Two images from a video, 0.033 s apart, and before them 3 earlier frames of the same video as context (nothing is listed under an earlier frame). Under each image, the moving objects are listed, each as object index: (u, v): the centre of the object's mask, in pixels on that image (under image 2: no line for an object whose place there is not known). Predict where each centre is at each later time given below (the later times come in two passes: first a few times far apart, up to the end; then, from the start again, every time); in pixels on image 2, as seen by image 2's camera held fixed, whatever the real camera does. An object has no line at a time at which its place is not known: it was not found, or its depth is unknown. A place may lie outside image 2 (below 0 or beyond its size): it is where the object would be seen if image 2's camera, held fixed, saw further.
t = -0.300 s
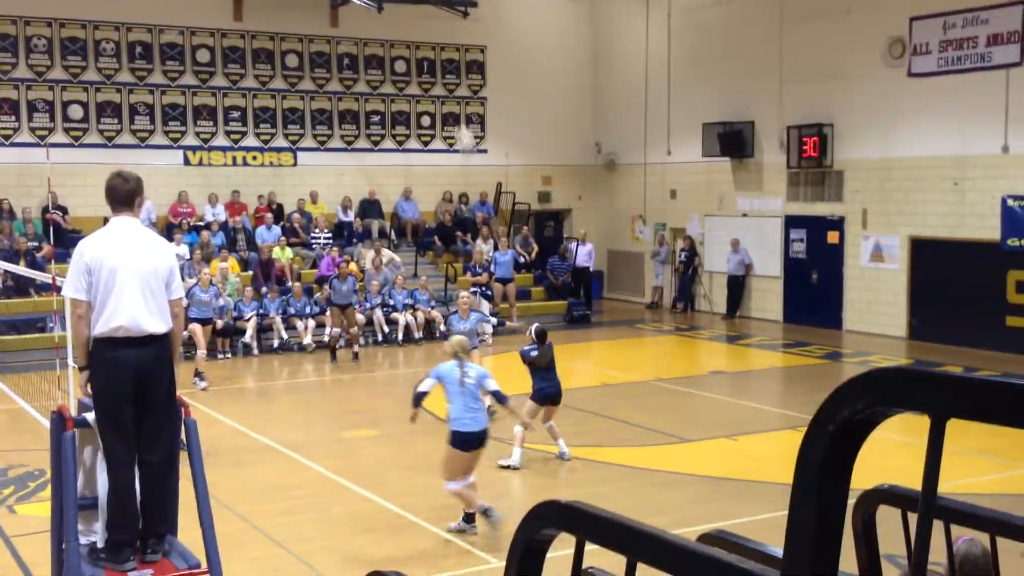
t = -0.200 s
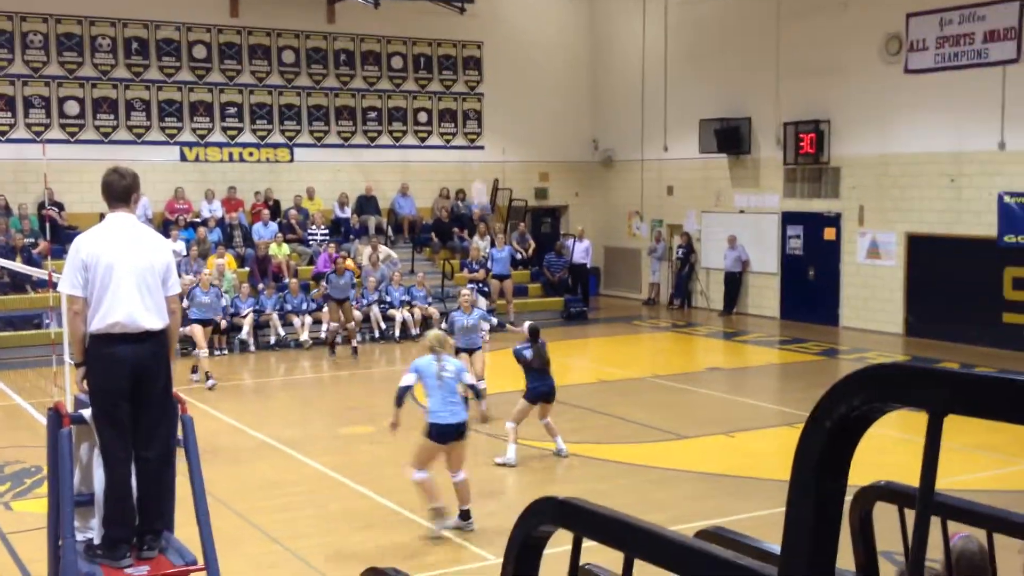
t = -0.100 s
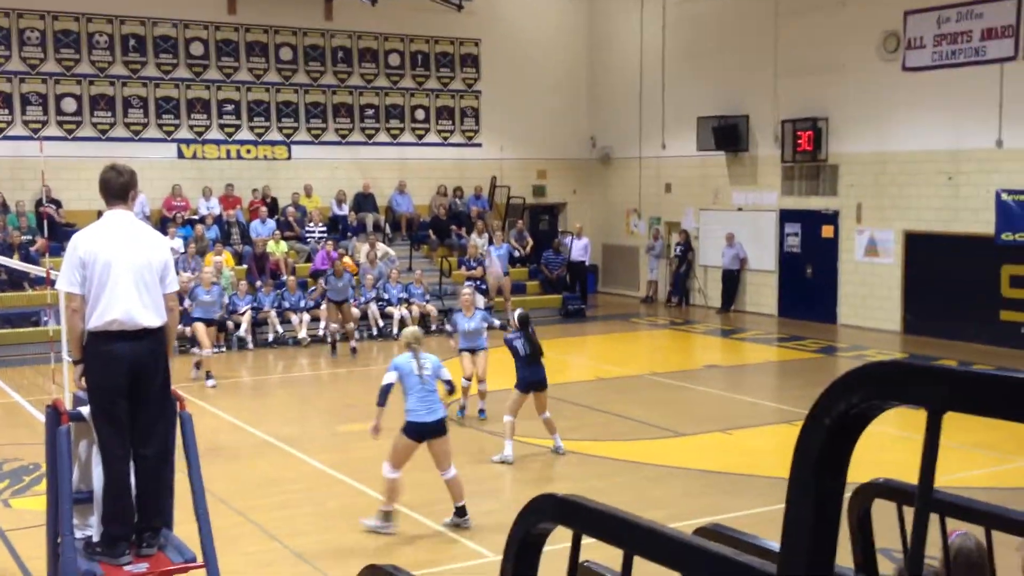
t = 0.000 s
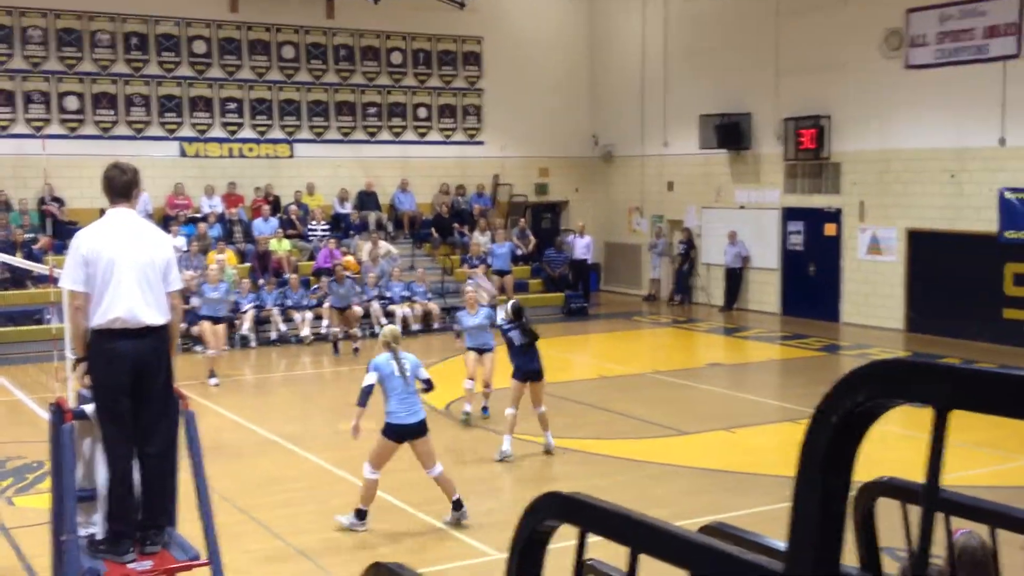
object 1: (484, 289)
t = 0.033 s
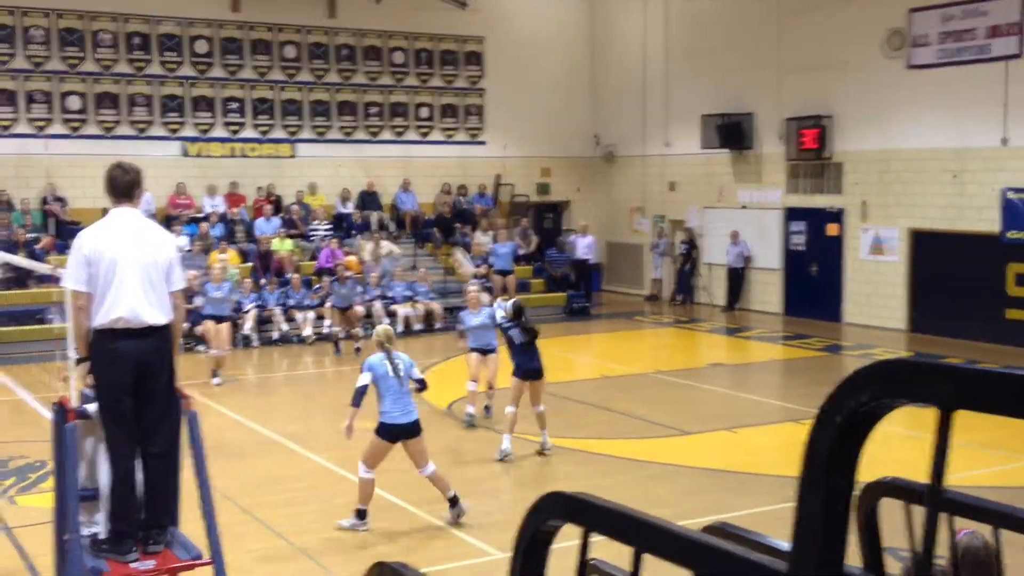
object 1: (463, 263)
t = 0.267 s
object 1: (314, 132)
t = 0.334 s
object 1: (266, 103)
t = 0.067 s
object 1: (442, 242)
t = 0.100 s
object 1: (422, 224)
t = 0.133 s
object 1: (400, 203)
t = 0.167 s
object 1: (376, 183)
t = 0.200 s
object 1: (356, 163)
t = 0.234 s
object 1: (334, 147)
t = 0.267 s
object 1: (314, 132)
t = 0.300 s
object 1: (291, 116)
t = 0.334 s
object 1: (266, 103)
